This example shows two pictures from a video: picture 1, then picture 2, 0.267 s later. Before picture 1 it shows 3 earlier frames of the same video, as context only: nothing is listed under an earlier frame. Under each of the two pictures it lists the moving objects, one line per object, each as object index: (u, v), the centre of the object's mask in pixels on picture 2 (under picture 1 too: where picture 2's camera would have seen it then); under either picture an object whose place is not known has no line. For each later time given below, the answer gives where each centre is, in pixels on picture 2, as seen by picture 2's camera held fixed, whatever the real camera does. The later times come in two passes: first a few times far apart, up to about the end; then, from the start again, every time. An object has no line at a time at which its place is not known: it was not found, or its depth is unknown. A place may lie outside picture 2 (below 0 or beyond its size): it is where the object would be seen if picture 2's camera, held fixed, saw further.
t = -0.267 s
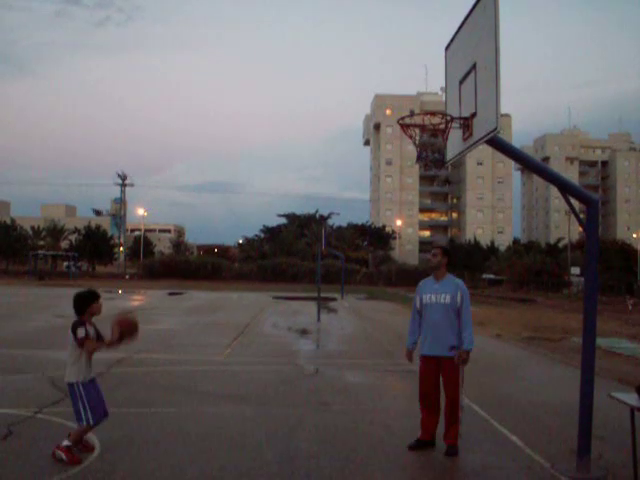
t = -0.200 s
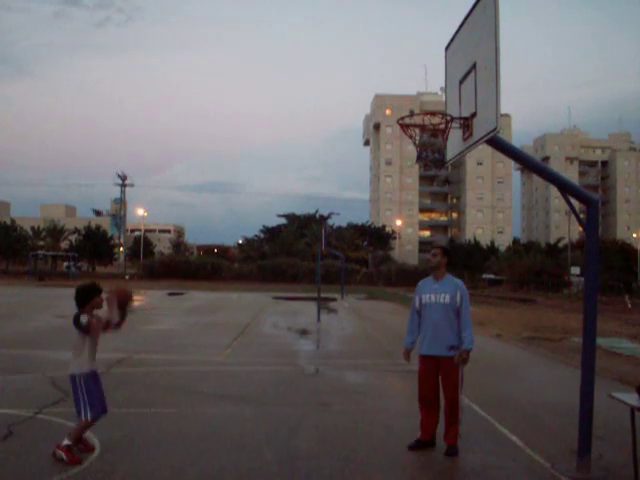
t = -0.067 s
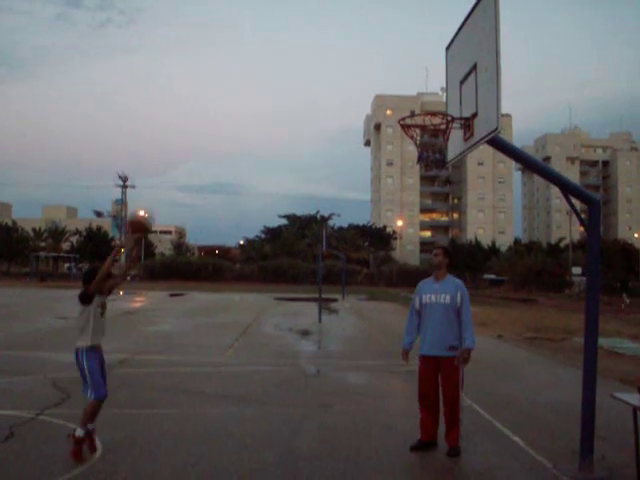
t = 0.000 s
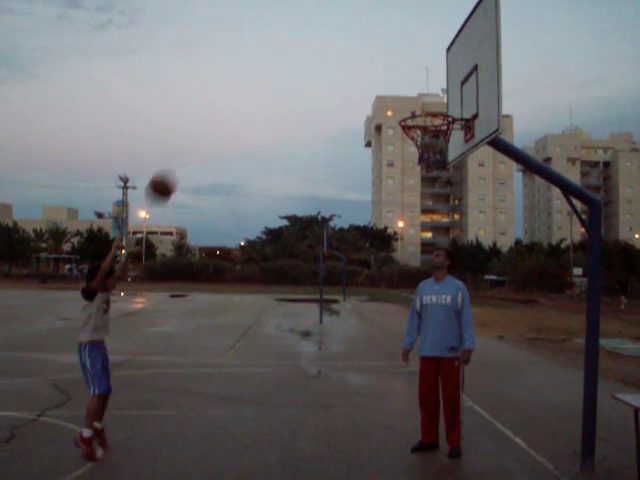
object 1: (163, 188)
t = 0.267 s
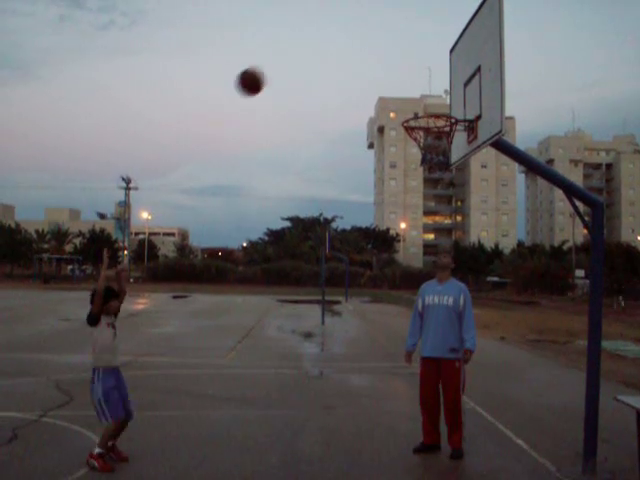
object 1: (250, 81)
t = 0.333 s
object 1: (272, 68)
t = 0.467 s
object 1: (315, 55)
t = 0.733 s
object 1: (402, 91)
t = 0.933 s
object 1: (443, 114)
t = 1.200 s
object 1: (421, 115)
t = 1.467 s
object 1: (414, 116)
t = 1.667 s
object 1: (427, 137)
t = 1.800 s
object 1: (439, 149)
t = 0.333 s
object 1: (272, 68)
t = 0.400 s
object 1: (293, 59)
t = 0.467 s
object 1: (315, 55)
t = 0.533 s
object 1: (337, 57)
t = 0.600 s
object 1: (358, 63)
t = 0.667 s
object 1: (380, 74)
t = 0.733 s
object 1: (402, 91)
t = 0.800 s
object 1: (421, 107)
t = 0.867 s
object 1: (433, 109)
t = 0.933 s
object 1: (443, 114)
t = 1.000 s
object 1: (437, 112)
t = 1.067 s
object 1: (431, 114)
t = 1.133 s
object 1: (426, 114)
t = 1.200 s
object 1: (421, 115)
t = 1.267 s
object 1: (417, 112)
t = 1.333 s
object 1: (414, 114)
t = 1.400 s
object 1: (414, 113)
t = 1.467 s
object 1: (414, 116)
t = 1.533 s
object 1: (418, 119)
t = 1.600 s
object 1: (422, 126)
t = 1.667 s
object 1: (427, 137)
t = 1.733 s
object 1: (434, 144)
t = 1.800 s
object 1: (439, 149)
